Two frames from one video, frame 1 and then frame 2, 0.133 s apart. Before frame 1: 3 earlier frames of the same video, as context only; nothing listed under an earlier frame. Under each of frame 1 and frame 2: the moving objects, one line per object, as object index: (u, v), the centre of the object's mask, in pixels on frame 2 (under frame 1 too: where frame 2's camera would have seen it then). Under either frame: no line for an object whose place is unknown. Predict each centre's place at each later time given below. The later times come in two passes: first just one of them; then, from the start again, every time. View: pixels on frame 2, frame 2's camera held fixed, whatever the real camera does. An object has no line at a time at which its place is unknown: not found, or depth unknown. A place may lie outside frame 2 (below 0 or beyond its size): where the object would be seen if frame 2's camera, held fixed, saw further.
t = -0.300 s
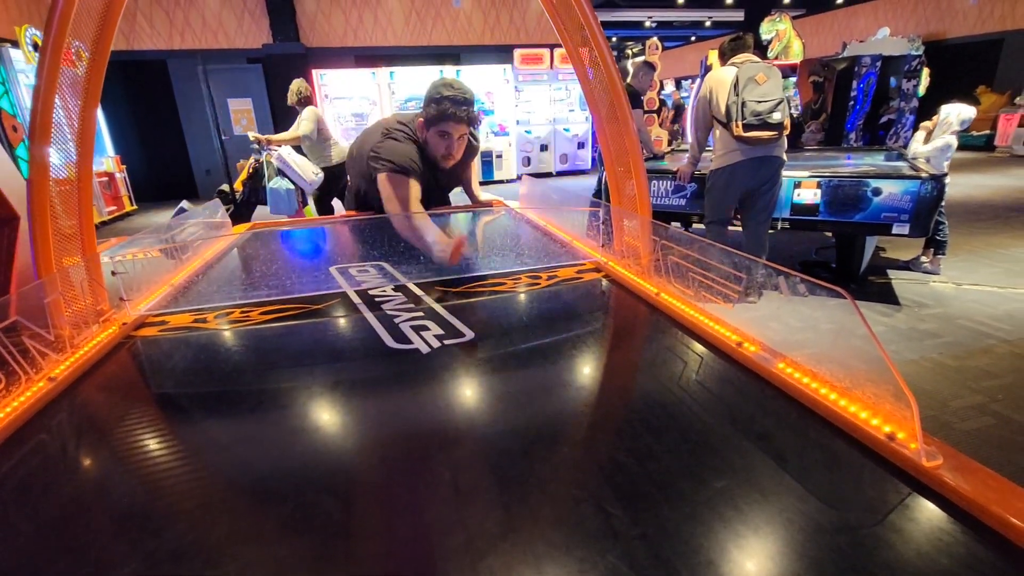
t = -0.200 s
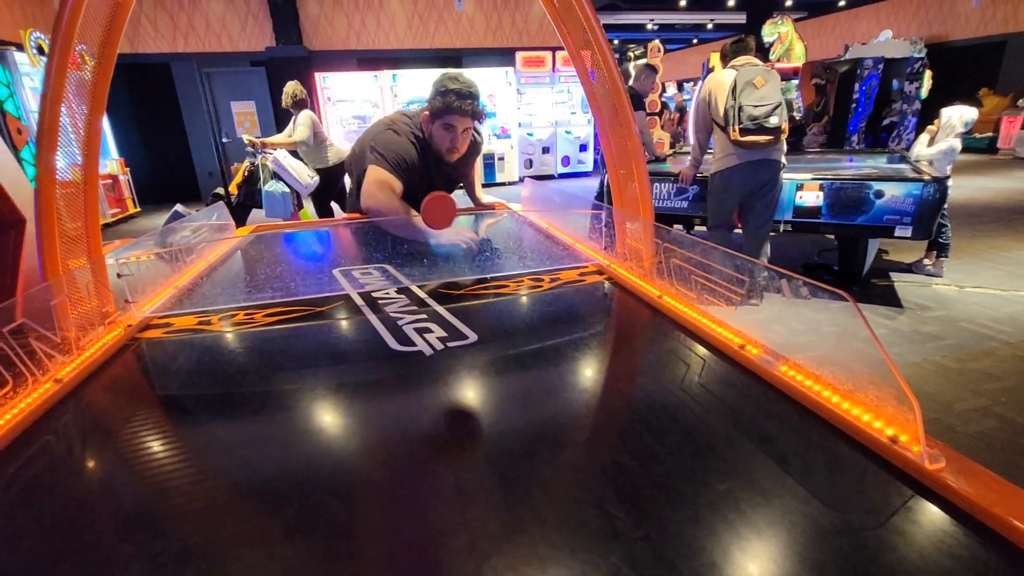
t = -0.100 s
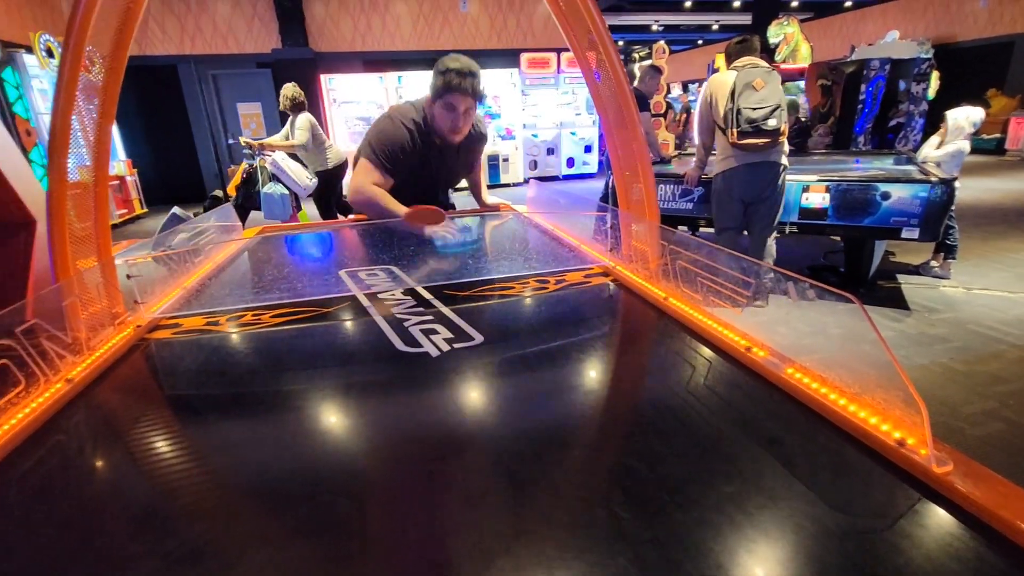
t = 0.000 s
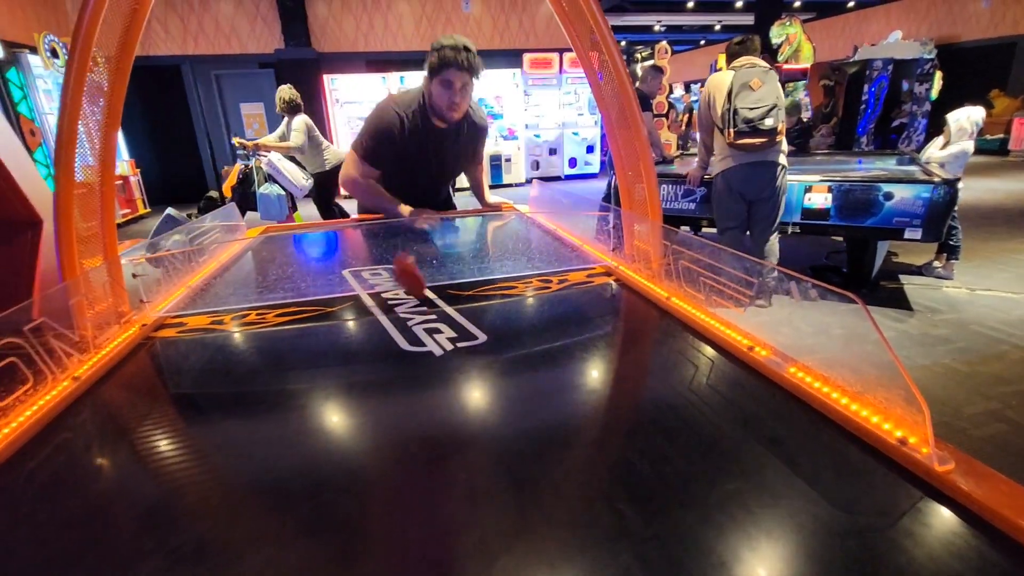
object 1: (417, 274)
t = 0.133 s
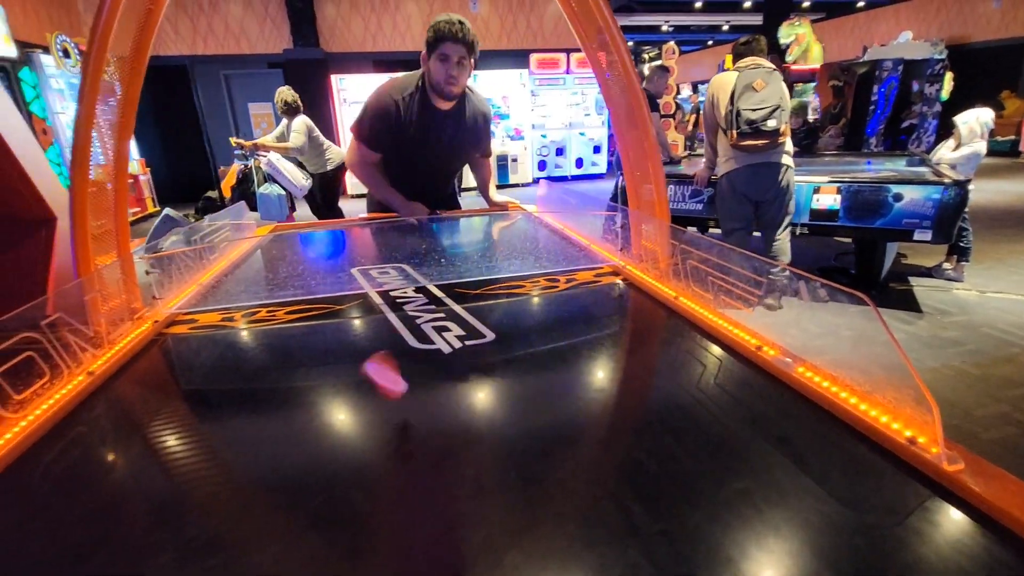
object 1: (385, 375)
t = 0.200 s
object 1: (366, 394)
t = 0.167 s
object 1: (372, 389)
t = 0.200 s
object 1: (366, 394)
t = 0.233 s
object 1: (354, 416)
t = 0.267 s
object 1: (334, 415)
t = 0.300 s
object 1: (313, 423)
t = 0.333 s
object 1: (295, 435)
